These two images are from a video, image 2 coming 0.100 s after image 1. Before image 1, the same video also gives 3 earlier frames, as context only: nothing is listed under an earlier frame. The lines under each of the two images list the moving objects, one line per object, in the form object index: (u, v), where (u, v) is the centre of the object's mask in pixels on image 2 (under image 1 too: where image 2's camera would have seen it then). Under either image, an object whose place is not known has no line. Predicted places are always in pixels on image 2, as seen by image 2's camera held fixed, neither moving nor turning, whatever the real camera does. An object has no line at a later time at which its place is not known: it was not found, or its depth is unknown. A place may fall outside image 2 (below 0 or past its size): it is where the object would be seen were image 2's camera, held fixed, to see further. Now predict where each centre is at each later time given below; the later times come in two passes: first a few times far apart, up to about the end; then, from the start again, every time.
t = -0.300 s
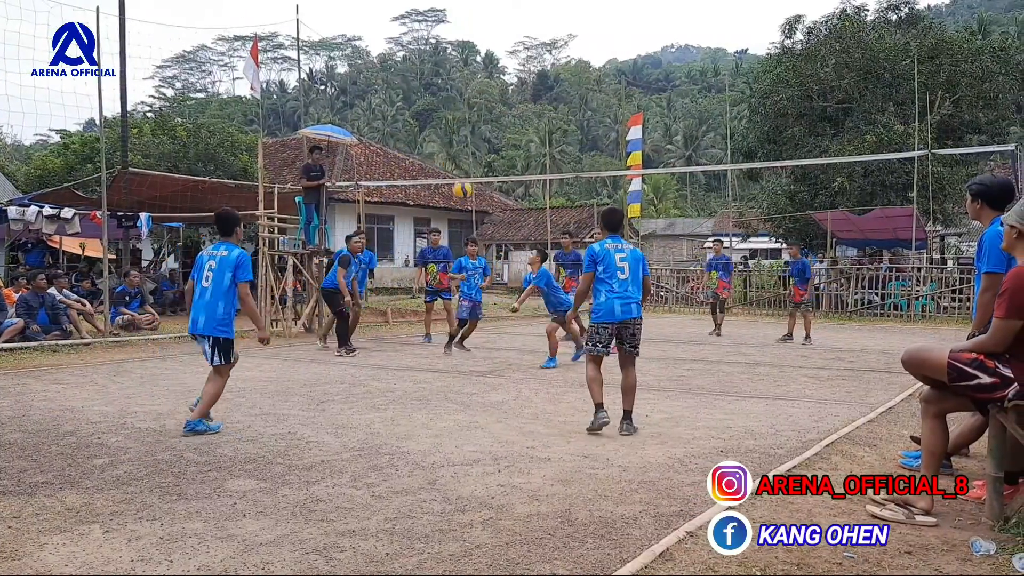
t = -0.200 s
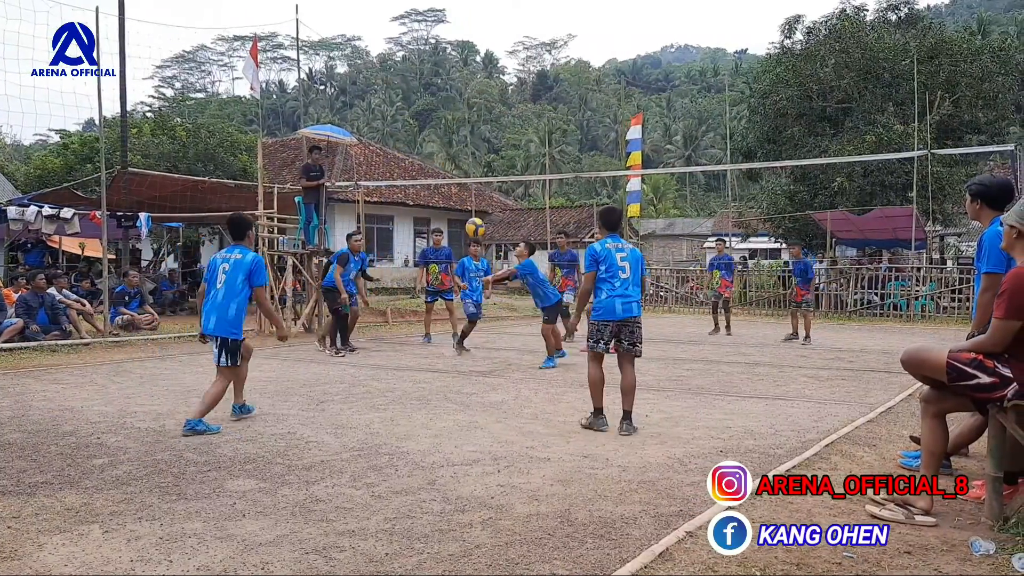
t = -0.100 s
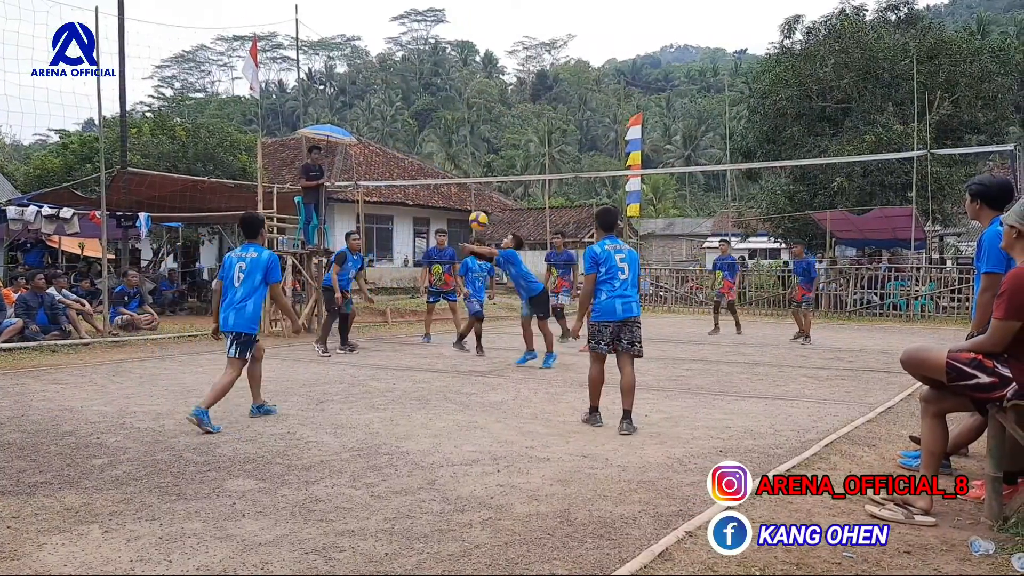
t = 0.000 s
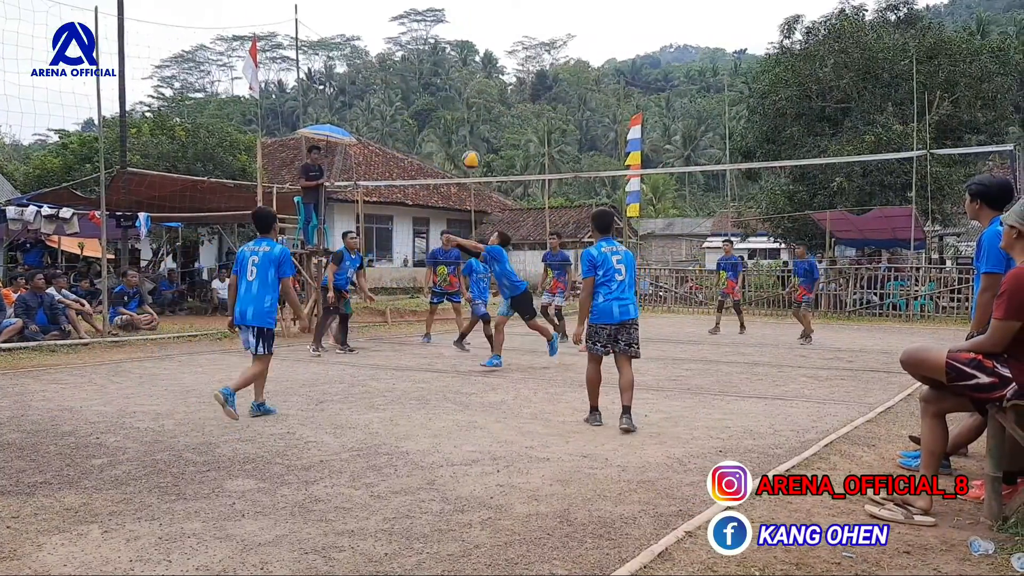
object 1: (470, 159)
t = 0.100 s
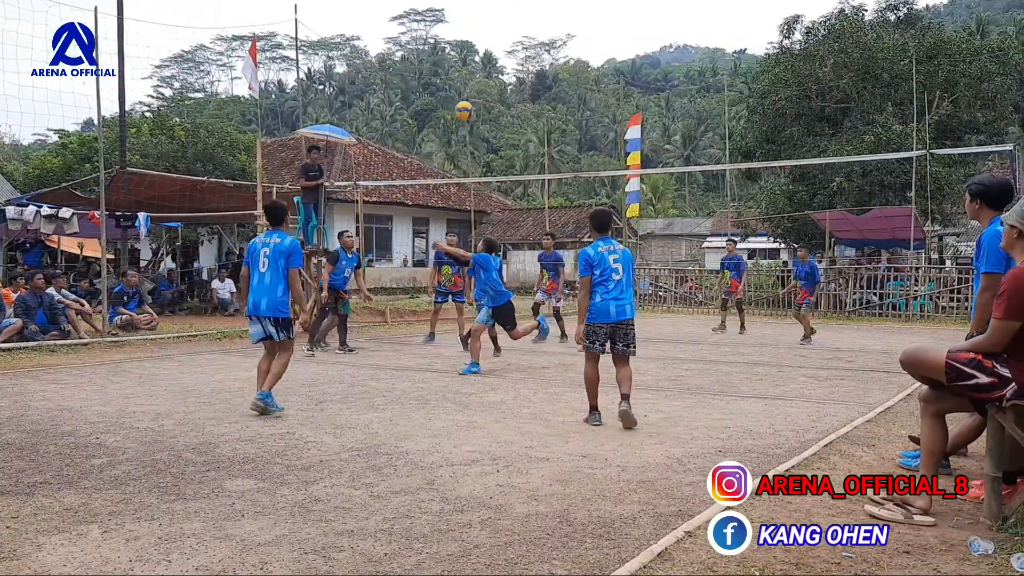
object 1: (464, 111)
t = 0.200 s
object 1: (457, 70)
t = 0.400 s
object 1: (444, 20)
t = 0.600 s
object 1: (431, 6)
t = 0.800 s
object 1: (419, 21)
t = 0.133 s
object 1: (461, 96)
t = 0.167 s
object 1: (459, 83)
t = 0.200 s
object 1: (457, 70)
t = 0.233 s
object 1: (455, 60)
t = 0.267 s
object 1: (453, 49)
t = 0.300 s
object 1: (450, 41)
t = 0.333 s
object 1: (448, 33)
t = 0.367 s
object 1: (446, 26)
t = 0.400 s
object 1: (444, 20)
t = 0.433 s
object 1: (442, 16)
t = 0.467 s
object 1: (440, 12)
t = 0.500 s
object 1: (437, 9)
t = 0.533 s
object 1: (435, 7)
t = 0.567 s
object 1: (433, 6)
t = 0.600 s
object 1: (431, 6)
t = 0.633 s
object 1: (429, 7)
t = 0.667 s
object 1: (427, 8)
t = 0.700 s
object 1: (425, 9)
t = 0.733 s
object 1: (423, 13)
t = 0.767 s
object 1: (421, 16)
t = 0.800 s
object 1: (419, 21)
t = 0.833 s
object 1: (417, 26)
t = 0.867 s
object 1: (415, 32)
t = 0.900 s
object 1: (413, 39)
